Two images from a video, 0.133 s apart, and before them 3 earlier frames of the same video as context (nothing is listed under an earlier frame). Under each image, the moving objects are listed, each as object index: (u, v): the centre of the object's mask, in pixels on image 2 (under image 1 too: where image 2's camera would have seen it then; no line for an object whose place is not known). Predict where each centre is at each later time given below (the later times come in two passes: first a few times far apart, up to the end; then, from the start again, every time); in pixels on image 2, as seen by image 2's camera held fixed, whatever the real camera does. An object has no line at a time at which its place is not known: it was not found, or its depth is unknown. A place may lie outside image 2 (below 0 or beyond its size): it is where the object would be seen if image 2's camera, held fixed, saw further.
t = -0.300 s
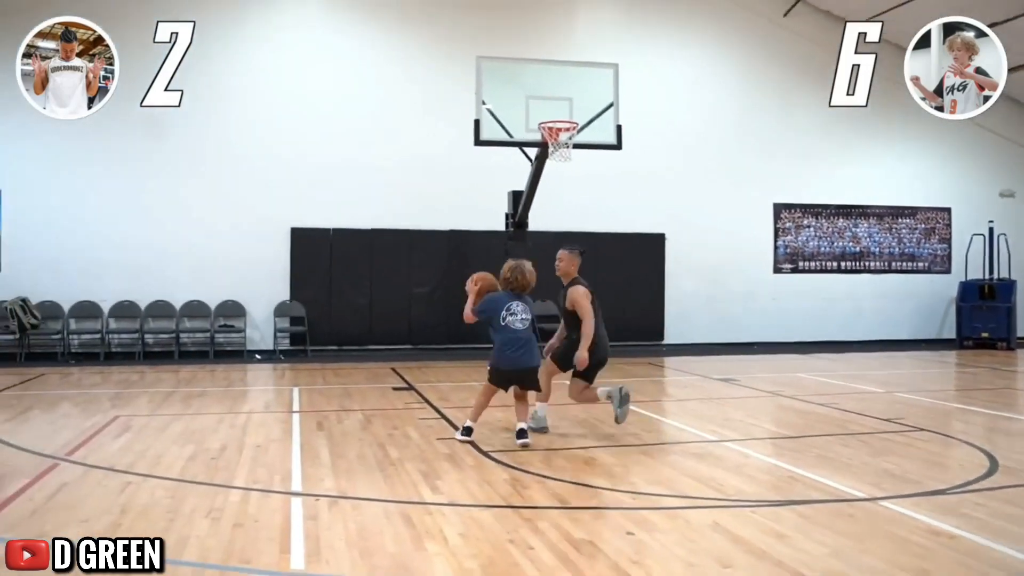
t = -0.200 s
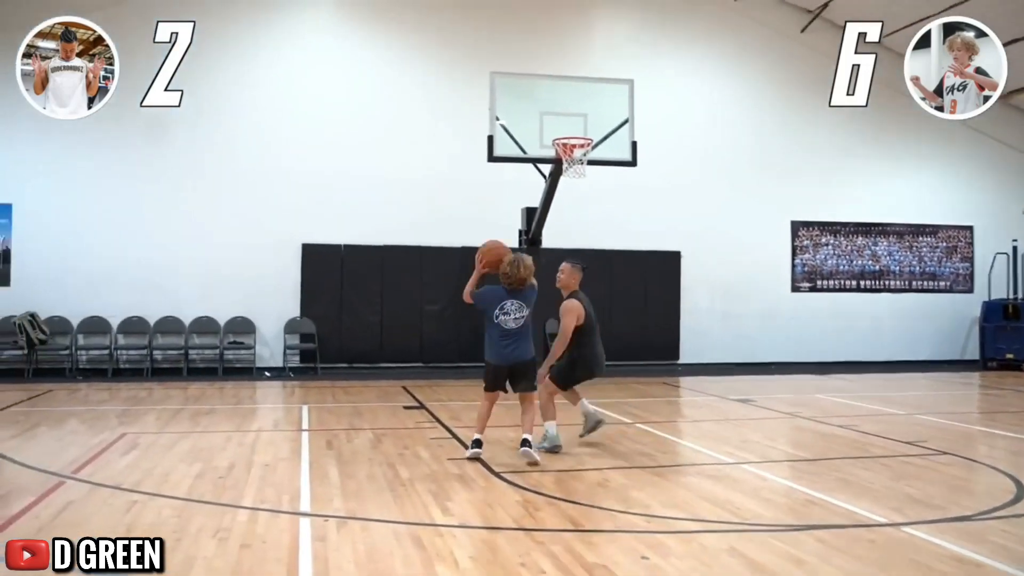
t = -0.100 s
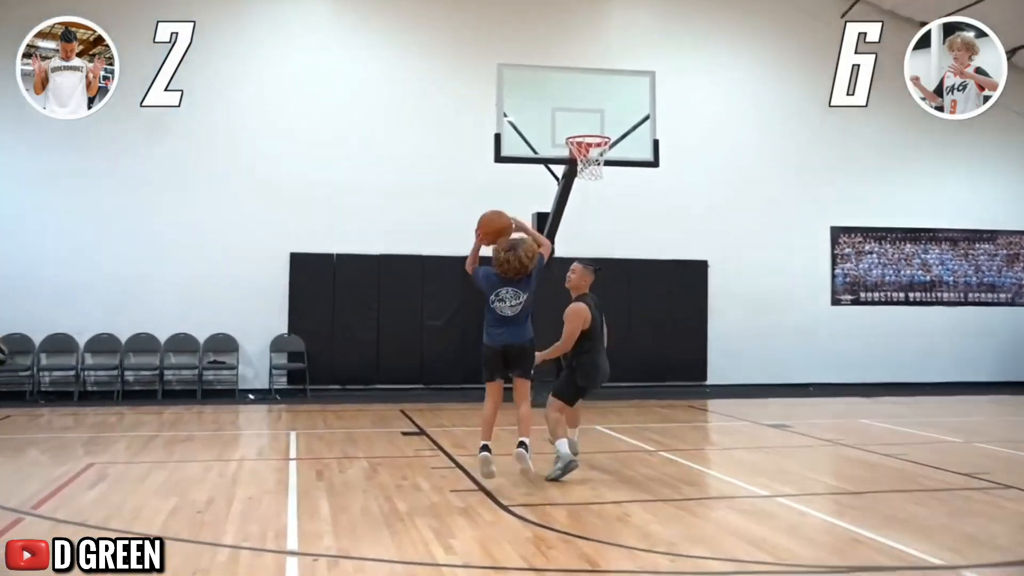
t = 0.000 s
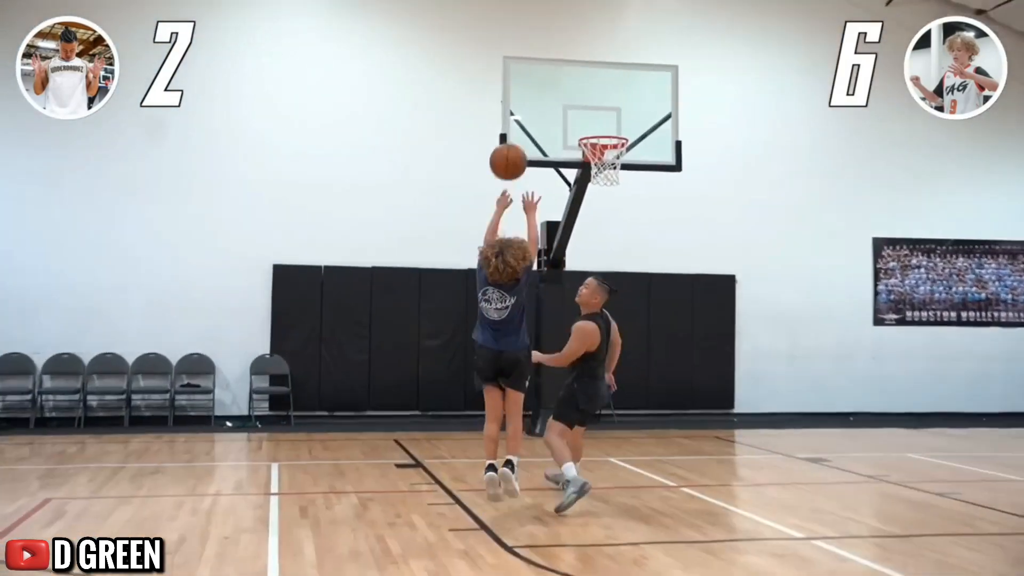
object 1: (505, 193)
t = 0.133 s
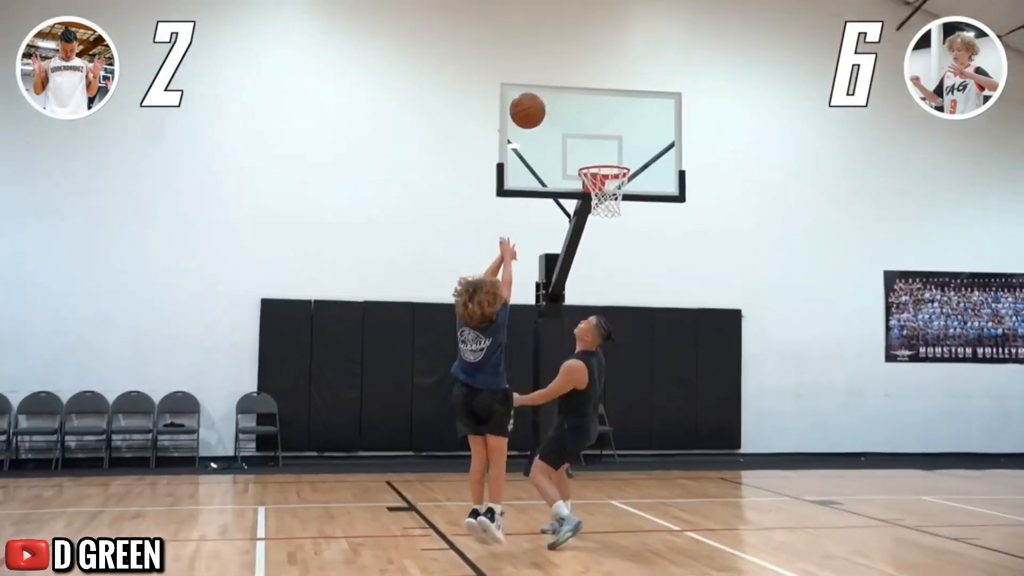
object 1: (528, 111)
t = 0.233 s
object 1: (542, 73)
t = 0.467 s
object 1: (568, 45)
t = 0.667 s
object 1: (585, 75)
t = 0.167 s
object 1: (532, 96)
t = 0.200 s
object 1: (537, 84)
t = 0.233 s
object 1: (542, 73)
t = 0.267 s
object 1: (546, 64)
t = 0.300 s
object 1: (550, 57)
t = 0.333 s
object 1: (554, 52)
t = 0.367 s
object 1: (558, 48)
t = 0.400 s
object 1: (561, 46)
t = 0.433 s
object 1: (565, 45)
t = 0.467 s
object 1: (568, 45)
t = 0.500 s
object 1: (571, 47)
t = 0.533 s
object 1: (574, 51)
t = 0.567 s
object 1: (577, 55)
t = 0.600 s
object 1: (579, 61)
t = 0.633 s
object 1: (582, 68)
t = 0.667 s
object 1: (585, 75)
